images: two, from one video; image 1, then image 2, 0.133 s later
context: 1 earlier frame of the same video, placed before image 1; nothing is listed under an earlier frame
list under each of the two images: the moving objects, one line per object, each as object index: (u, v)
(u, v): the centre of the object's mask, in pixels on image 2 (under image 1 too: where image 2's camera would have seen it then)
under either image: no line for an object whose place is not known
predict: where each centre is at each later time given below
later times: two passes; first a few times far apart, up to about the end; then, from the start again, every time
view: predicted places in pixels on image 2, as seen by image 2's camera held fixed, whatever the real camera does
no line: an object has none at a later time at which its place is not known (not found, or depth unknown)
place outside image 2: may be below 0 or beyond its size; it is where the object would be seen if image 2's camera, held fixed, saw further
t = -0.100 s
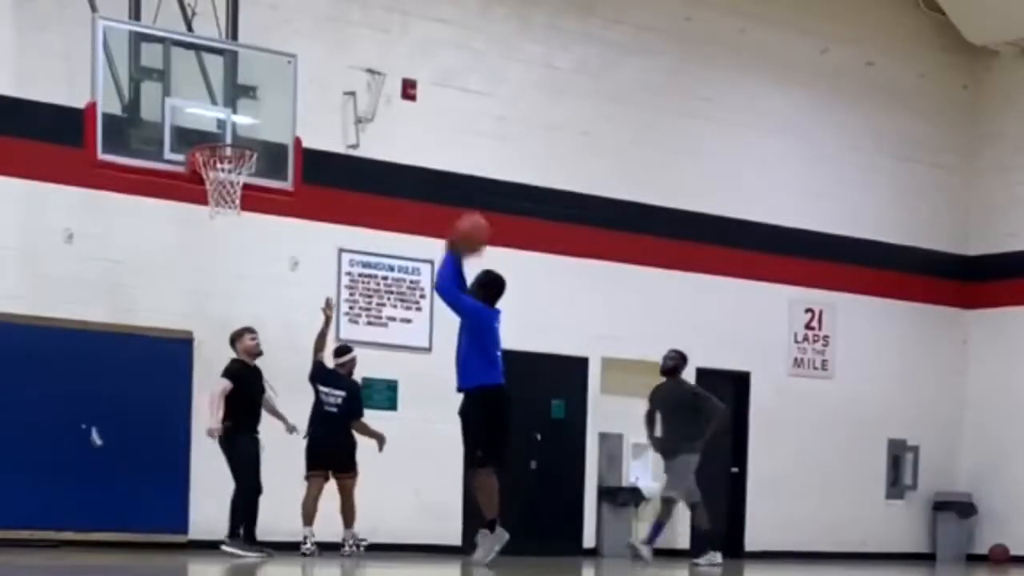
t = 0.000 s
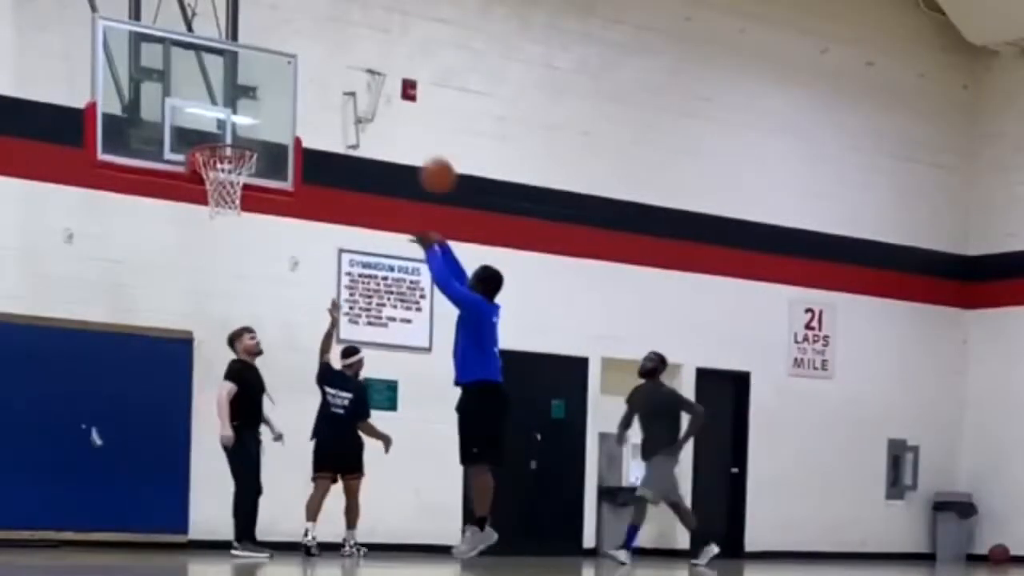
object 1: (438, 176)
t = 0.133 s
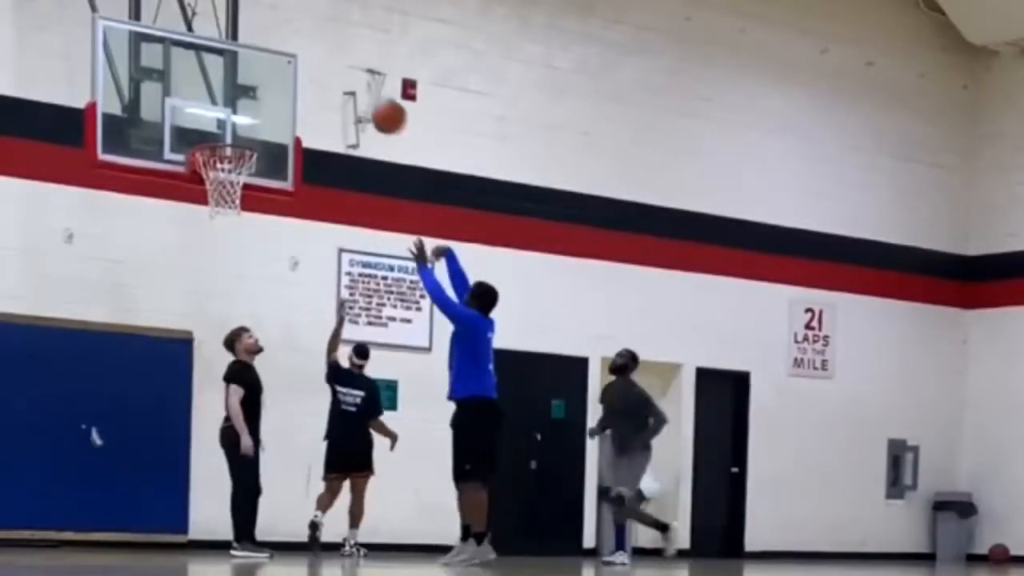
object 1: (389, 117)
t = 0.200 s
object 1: (365, 98)
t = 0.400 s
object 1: (298, 81)
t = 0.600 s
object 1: (234, 117)
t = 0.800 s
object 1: (236, 157)
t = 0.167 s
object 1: (377, 107)
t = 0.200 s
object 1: (365, 98)
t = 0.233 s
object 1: (353, 90)
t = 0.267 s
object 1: (341, 85)
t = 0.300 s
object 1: (331, 81)
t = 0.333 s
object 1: (325, 80)
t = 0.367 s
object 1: (309, 80)
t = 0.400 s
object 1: (298, 81)
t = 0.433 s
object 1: (287, 83)
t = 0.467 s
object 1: (276, 88)
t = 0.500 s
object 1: (266, 94)
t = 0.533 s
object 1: (255, 99)
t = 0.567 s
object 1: (245, 107)
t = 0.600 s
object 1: (234, 117)
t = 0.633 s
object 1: (229, 122)
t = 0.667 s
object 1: (215, 136)
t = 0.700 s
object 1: (216, 139)
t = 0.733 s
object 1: (229, 140)
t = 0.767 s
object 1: (238, 153)
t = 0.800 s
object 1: (236, 157)
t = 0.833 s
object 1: (231, 163)
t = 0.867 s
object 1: (228, 166)
